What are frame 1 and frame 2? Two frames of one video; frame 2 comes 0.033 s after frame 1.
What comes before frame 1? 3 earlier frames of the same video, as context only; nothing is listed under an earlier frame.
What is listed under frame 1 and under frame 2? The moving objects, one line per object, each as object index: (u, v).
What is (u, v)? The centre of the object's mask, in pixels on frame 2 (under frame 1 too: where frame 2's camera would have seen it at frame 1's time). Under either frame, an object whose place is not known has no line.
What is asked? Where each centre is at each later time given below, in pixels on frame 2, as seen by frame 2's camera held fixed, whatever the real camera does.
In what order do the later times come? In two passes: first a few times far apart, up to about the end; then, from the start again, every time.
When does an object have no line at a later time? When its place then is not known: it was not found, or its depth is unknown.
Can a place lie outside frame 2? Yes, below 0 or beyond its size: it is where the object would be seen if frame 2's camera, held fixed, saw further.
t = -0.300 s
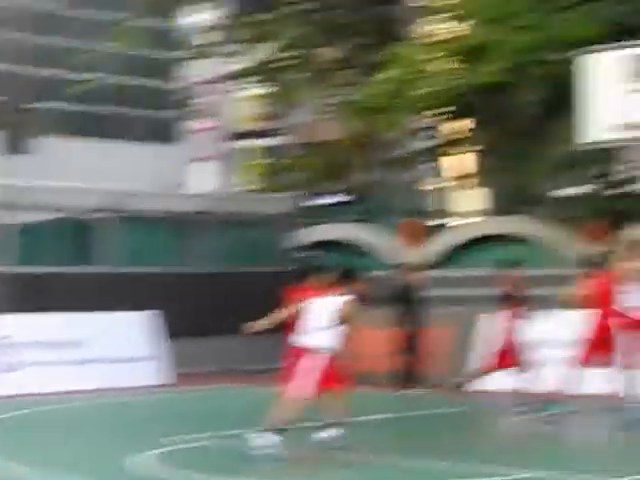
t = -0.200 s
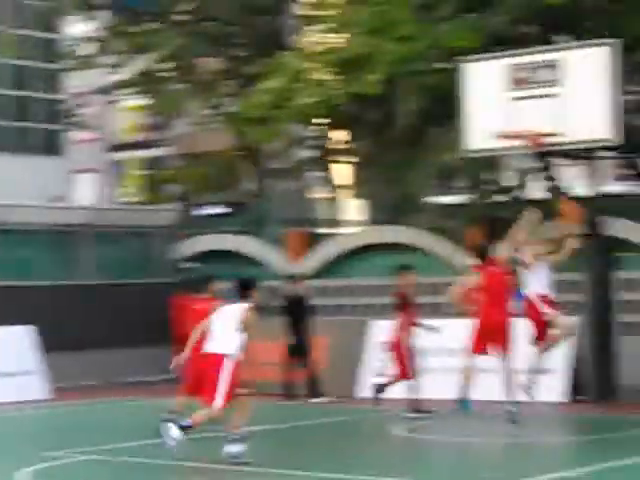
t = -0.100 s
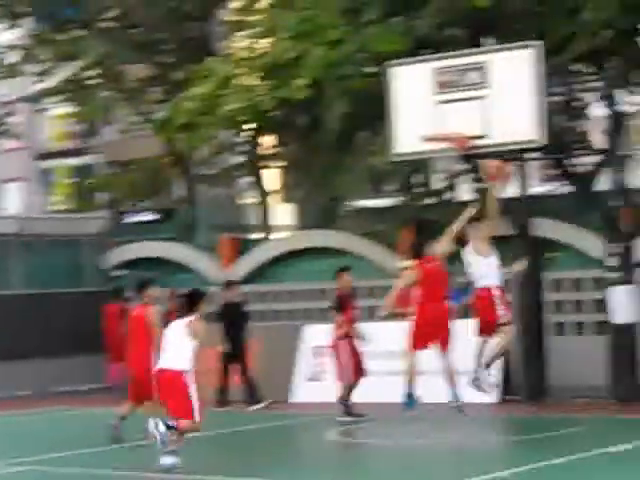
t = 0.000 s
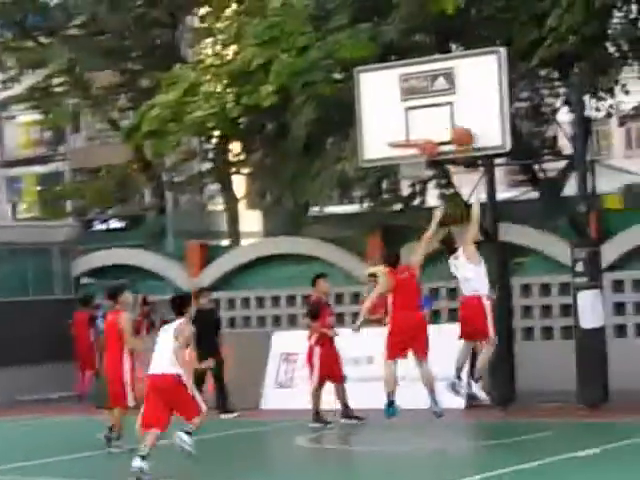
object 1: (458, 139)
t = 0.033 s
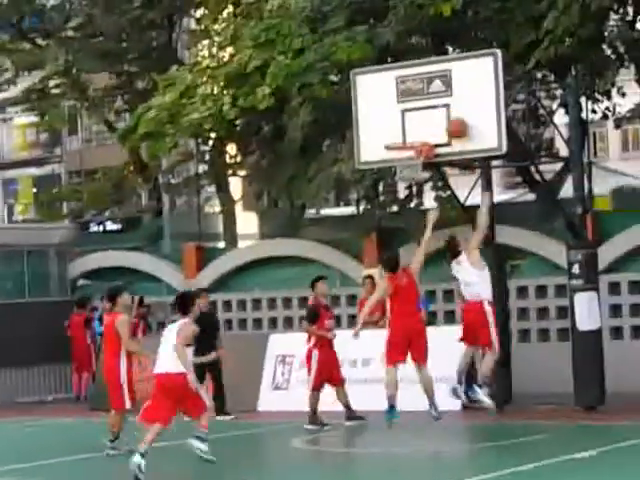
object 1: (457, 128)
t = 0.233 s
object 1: (427, 115)
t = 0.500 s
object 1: (395, 152)
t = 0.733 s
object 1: (420, 207)
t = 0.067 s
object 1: (452, 123)
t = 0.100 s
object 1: (447, 119)
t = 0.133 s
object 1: (442, 117)
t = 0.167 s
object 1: (437, 116)
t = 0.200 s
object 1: (432, 115)
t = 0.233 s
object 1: (427, 115)
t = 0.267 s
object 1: (423, 116)
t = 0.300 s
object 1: (418, 119)
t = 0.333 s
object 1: (413, 123)
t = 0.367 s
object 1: (408, 128)
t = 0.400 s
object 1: (404, 132)
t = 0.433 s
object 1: (399, 140)
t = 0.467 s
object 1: (395, 148)
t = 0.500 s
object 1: (395, 152)
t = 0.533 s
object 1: (400, 161)
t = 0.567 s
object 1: (398, 164)
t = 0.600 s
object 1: (407, 177)
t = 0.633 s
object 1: (409, 180)
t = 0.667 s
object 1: (411, 188)
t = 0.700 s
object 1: (415, 196)
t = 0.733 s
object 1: (420, 207)
